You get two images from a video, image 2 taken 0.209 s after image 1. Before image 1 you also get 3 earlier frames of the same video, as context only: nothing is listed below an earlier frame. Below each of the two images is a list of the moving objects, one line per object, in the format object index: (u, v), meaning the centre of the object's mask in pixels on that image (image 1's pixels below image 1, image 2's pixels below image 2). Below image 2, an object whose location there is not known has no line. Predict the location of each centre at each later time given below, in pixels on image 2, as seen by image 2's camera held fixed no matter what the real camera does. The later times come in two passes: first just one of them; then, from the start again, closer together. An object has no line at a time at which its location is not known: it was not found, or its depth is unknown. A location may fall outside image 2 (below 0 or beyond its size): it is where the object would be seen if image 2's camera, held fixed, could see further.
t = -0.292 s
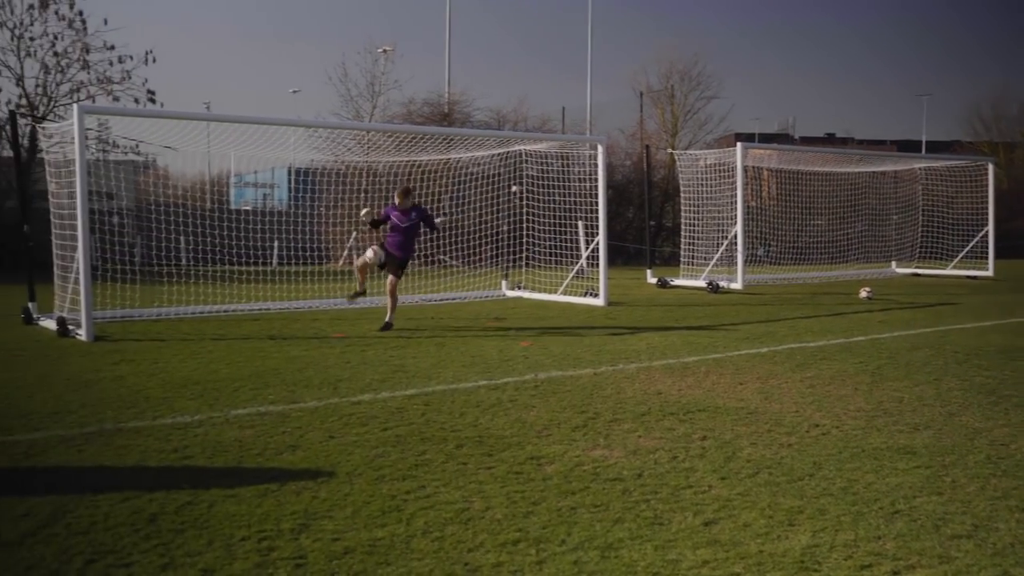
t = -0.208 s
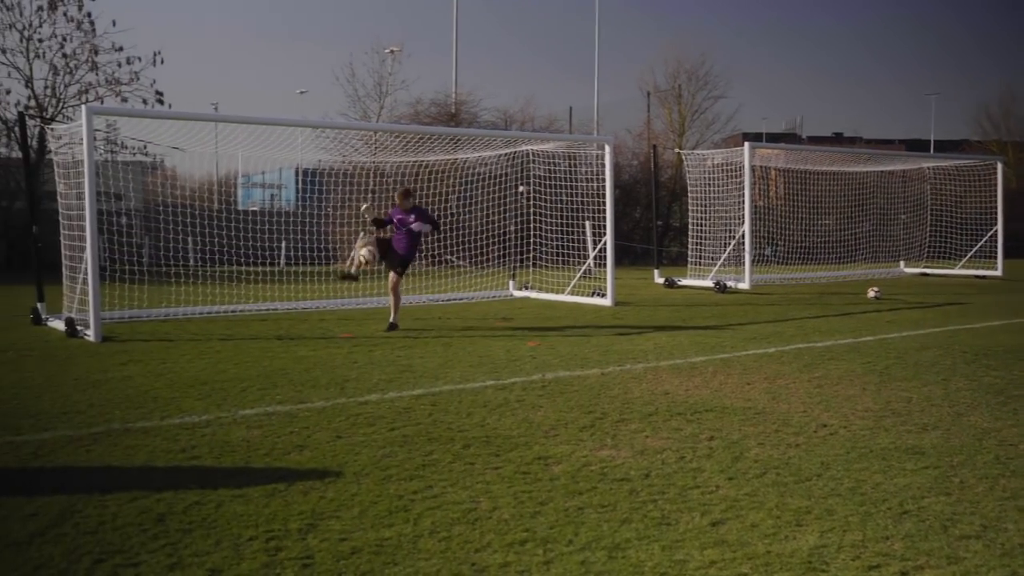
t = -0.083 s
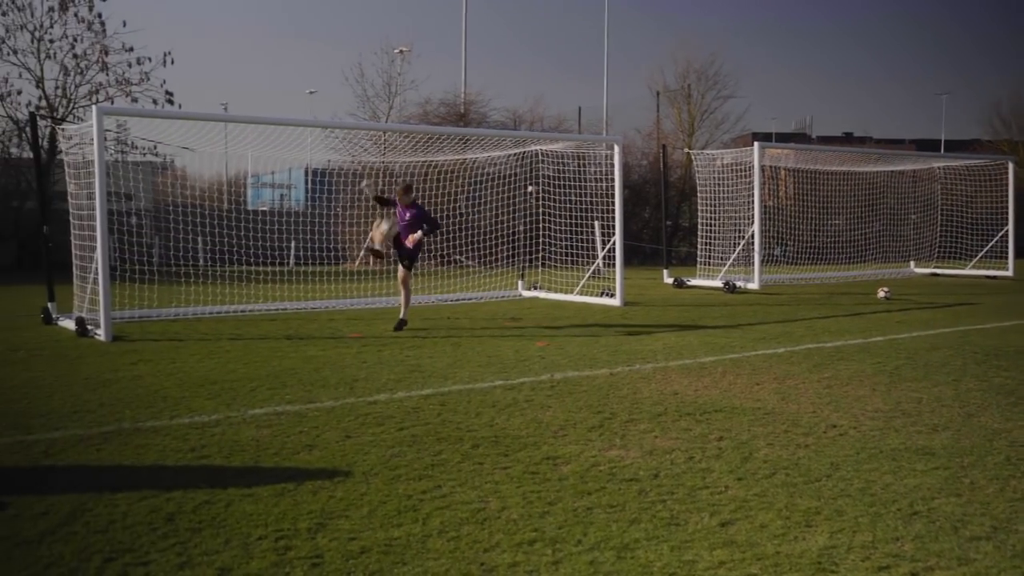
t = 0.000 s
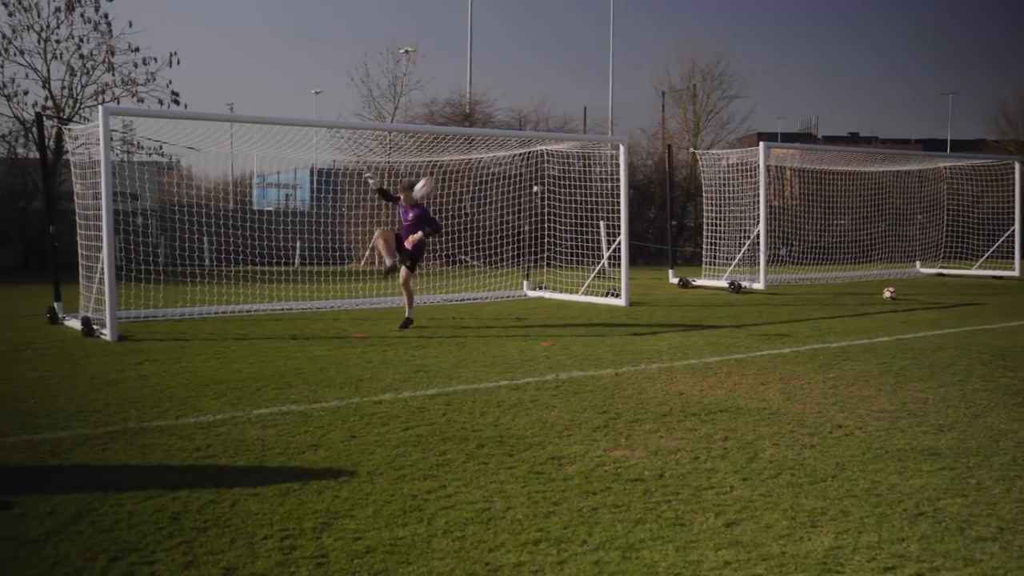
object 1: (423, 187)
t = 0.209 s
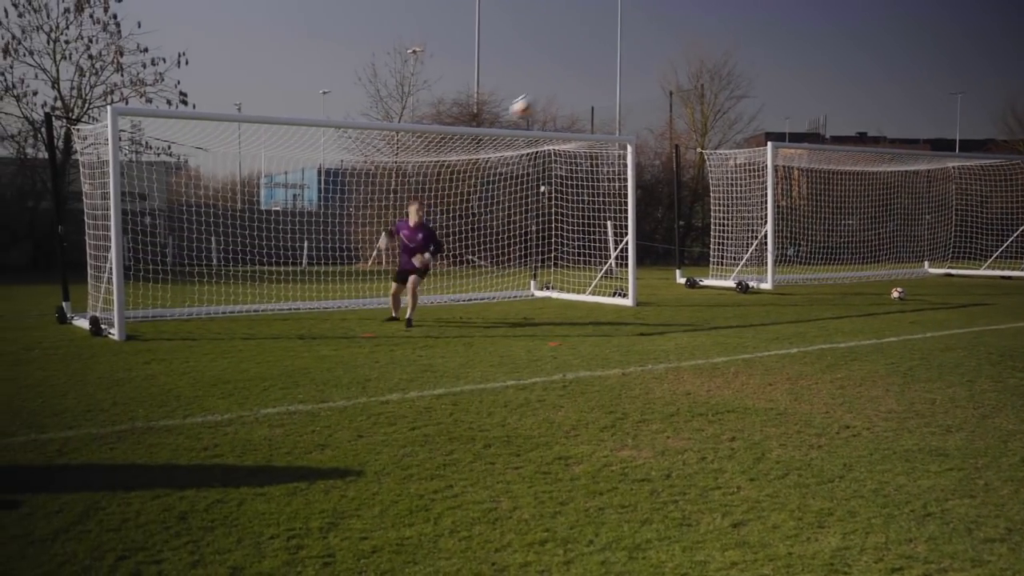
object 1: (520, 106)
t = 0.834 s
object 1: (946, 80)
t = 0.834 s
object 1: (946, 80)
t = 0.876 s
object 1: (986, 98)
